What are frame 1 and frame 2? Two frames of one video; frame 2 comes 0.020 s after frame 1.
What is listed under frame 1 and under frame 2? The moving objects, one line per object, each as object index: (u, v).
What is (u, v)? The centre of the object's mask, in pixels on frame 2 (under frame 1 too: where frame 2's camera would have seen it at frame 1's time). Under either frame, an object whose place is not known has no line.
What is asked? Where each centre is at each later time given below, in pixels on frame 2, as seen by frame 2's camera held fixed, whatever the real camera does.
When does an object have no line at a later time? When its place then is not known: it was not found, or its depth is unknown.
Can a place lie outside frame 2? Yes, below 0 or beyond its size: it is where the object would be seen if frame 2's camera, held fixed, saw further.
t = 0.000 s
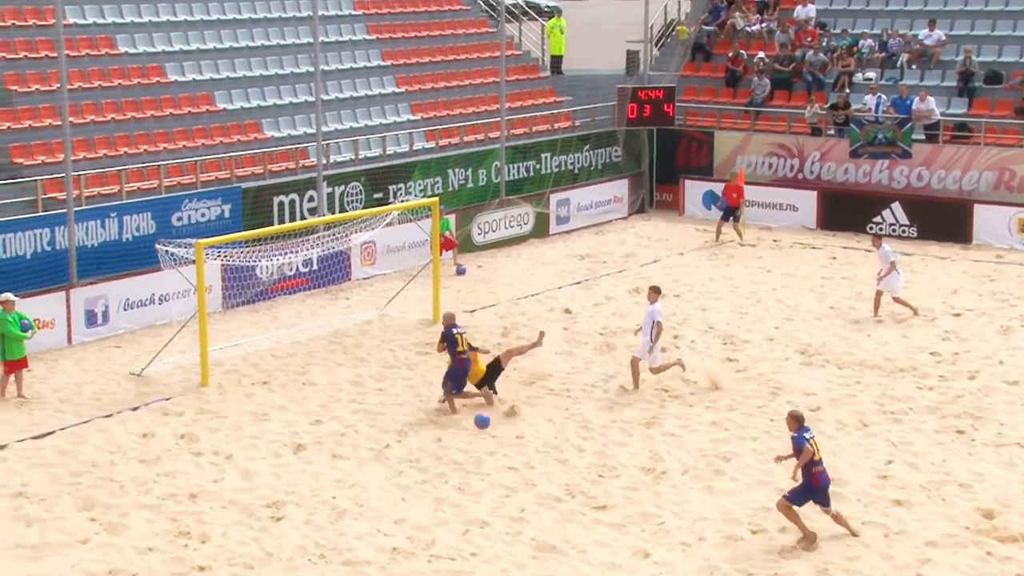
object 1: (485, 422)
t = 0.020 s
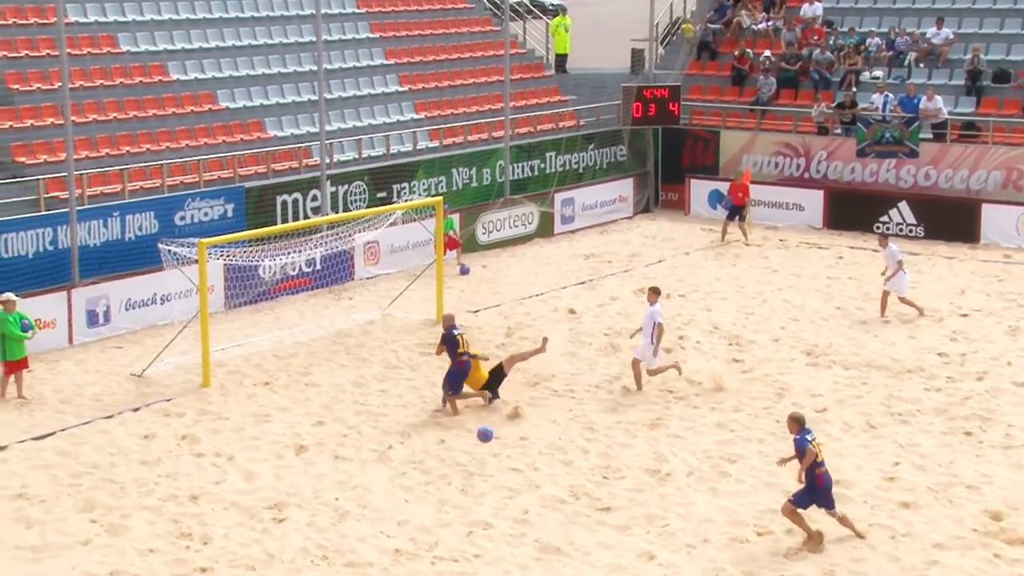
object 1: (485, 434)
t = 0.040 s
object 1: (485, 447)
